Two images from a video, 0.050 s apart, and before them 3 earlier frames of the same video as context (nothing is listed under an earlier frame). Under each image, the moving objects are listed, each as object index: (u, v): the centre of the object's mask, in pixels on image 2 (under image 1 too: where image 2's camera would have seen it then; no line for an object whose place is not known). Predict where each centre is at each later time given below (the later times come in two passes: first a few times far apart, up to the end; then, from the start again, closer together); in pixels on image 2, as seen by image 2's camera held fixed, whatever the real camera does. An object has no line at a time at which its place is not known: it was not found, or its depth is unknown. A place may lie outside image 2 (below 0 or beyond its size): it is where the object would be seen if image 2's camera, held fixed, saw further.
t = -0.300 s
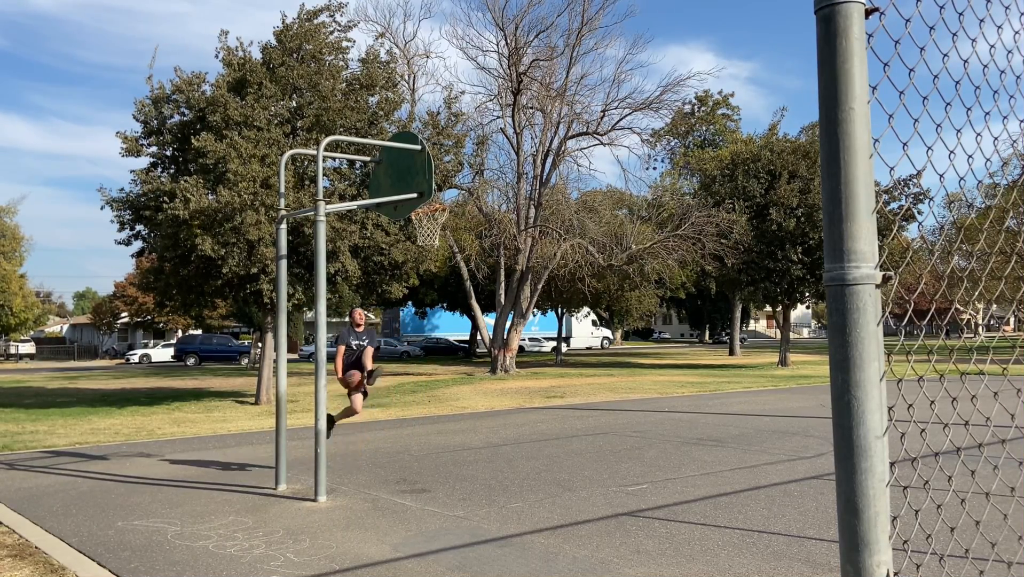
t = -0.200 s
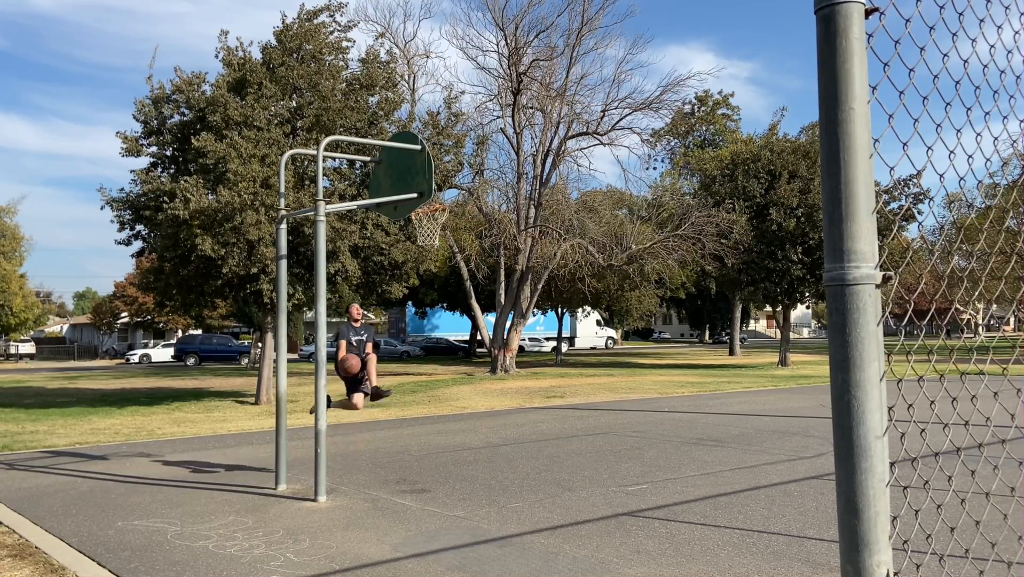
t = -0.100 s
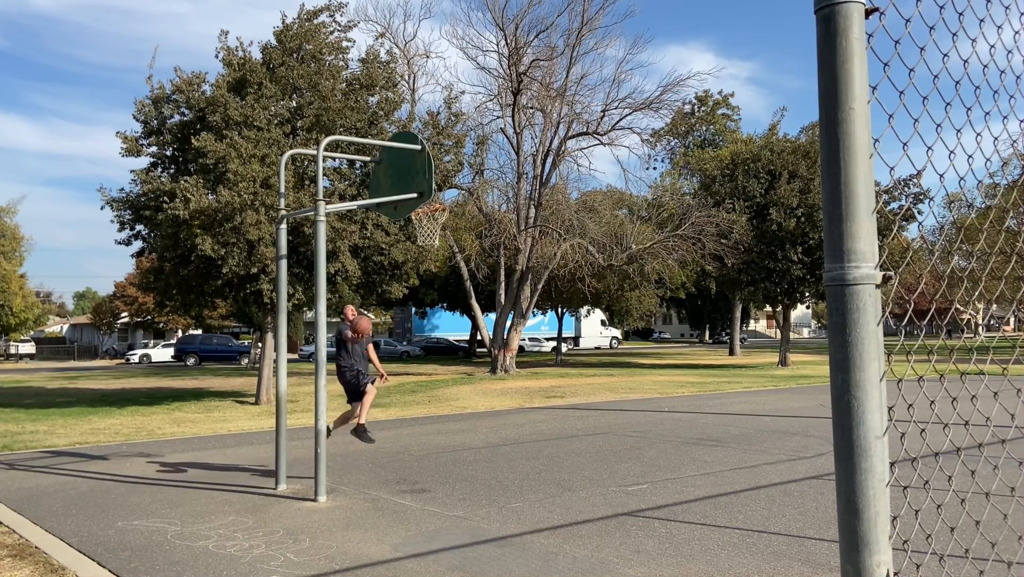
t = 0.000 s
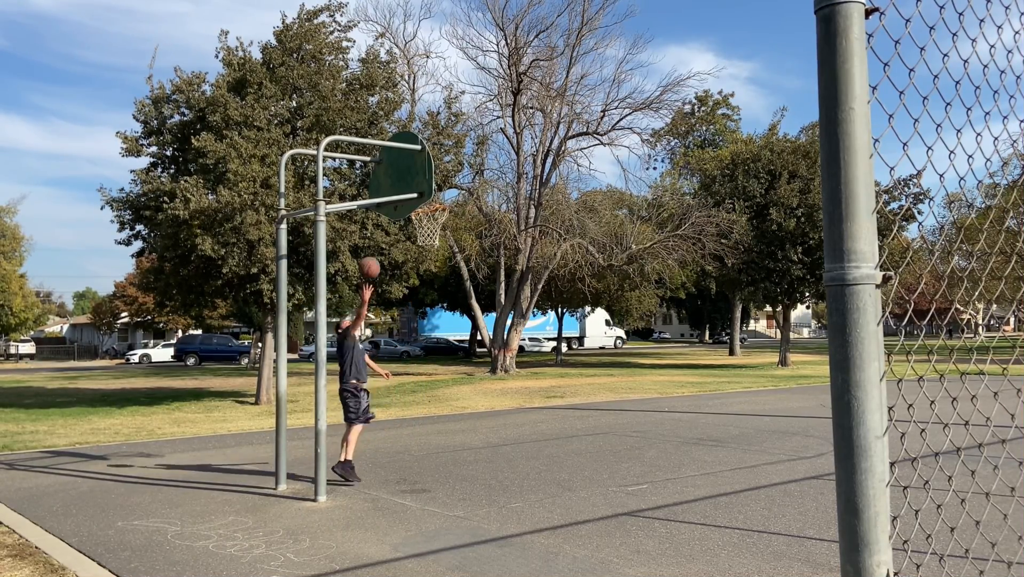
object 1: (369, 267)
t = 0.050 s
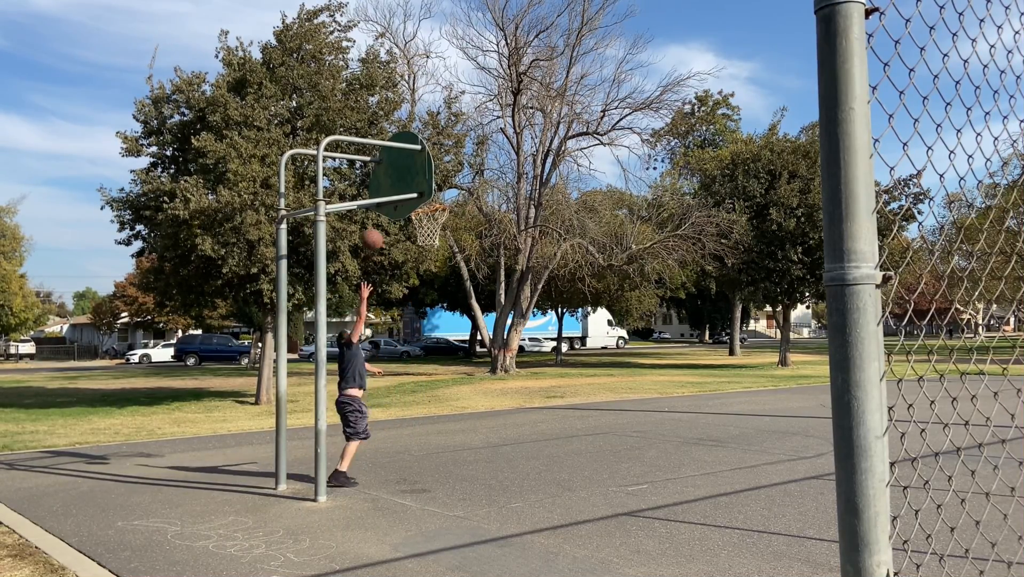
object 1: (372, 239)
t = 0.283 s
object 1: (384, 135)
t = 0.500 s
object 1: (392, 92)
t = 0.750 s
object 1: (403, 86)
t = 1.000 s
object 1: (416, 128)
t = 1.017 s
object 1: (419, 134)
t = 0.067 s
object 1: (373, 230)
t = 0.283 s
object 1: (384, 135)
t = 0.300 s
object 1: (383, 132)
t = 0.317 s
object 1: (384, 129)
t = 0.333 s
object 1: (384, 125)
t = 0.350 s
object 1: (386, 120)
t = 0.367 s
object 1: (386, 116)
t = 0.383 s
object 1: (387, 112)
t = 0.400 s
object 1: (387, 108)
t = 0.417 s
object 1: (388, 104)
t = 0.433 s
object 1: (389, 101)
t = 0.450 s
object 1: (390, 99)
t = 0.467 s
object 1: (390, 96)
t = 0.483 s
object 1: (391, 93)
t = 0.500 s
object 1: (392, 92)
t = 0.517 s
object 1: (392, 90)
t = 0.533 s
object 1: (393, 87)
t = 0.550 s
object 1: (394, 86)
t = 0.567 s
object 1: (395, 85)
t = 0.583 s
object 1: (395, 84)
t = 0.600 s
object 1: (395, 83)
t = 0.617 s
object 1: (396, 82)
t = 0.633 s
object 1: (398, 82)
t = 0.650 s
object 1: (398, 82)
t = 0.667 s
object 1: (399, 82)
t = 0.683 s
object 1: (400, 82)
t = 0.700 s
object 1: (400, 83)
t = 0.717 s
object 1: (401, 83)
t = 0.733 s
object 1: (402, 85)
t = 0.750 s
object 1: (403, 86)
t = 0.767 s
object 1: (403, 88)
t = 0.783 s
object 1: (404, 89)
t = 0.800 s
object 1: (405, 92)
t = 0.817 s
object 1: (406, 94)
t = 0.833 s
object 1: (407, 96)
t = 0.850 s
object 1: (408, 99)
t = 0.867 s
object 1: (408, 102)
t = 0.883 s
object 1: (409, 105)
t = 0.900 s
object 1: (410, 108)
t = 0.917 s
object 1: (410, 113)
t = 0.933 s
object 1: (411, 117)
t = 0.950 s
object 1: (412, 120)
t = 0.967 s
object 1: (413, 124)
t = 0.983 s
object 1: (414, 127)
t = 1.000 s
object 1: (416, 128)
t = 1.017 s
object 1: (419, 134)
